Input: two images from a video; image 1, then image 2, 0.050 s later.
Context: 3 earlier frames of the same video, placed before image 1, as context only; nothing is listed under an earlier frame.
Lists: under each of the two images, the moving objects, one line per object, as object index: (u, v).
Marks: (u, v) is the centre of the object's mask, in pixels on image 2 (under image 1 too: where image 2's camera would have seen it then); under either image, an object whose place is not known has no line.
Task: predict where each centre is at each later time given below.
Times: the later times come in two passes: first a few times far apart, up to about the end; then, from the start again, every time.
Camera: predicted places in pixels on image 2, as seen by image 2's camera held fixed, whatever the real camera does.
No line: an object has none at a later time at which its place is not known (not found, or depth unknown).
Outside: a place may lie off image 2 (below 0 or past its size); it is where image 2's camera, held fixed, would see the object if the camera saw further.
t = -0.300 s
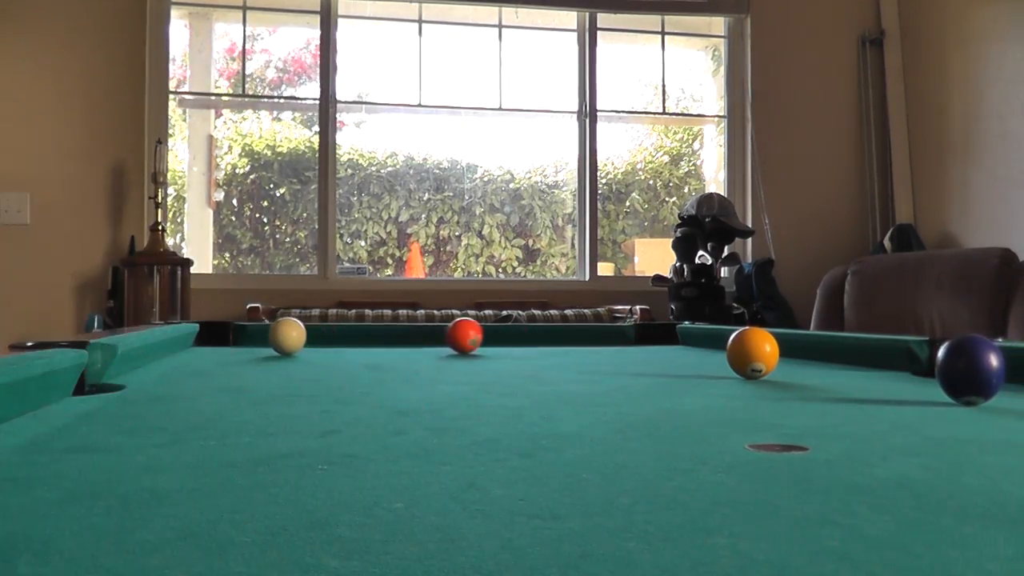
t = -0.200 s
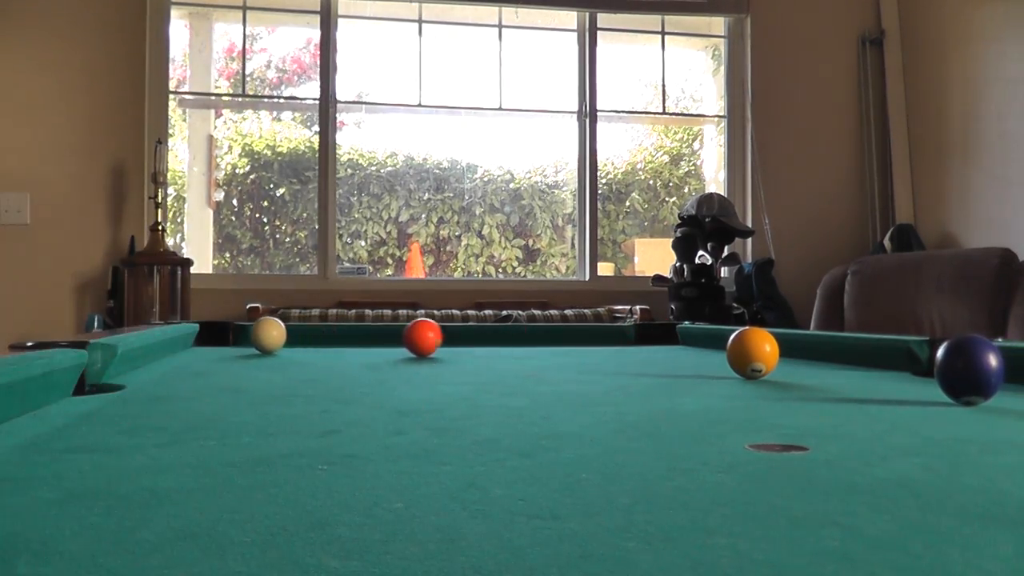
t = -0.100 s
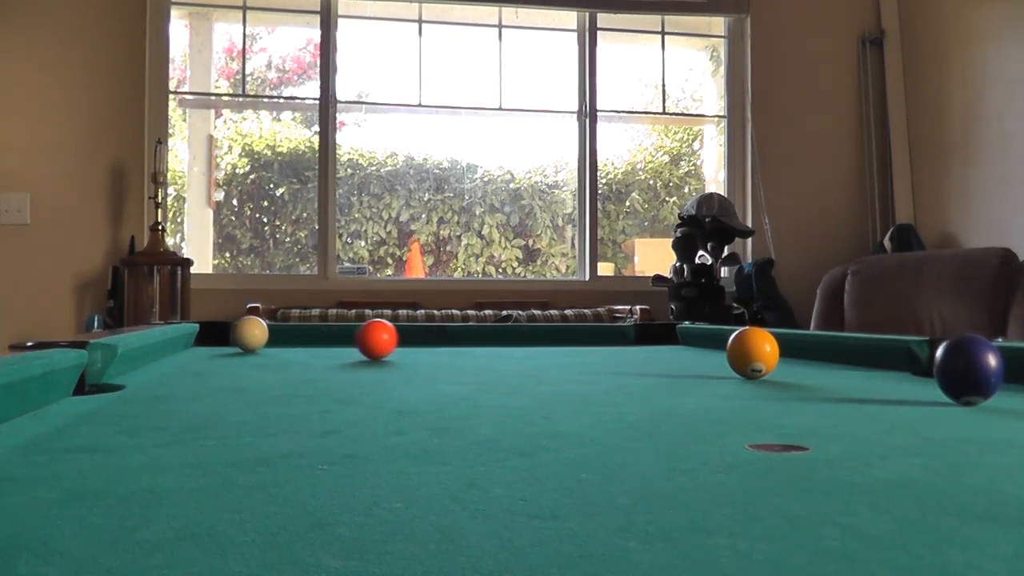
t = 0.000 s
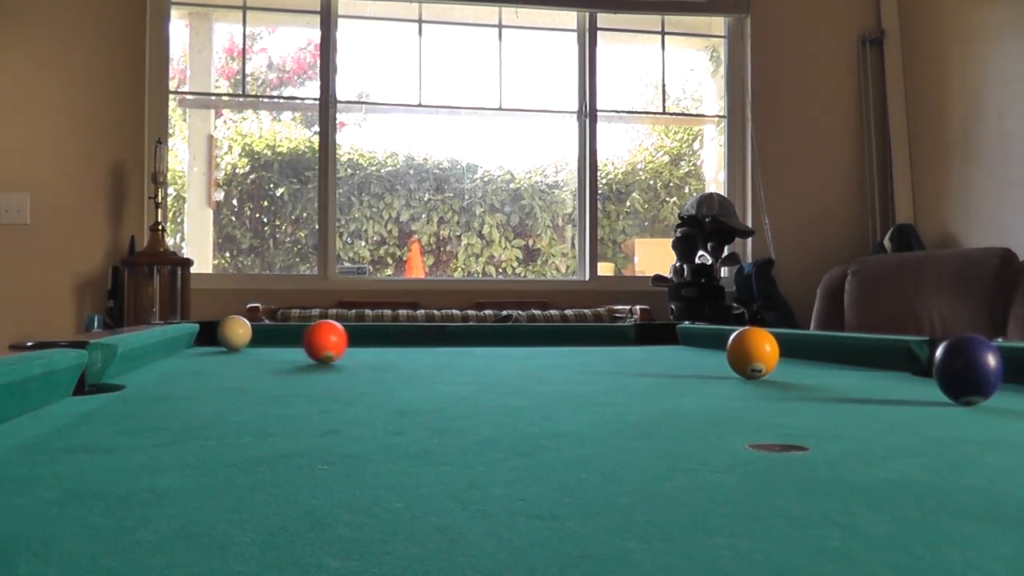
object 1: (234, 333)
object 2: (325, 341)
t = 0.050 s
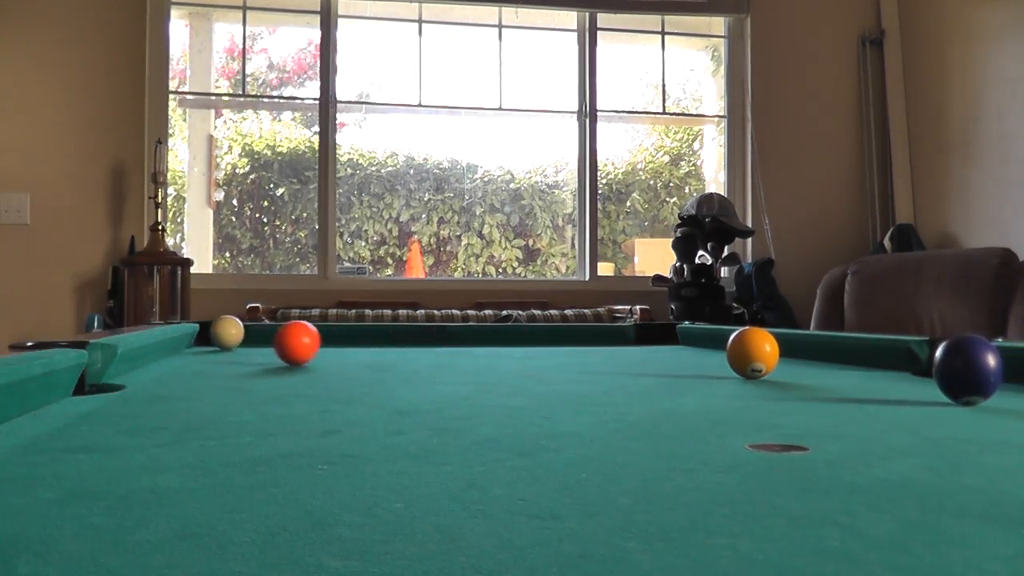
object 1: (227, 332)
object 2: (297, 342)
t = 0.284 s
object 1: (225, 331)
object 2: (164, 349)
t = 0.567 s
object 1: (234, 330)
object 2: (297, 360)
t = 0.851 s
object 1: (215, 331)
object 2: (495, 374)
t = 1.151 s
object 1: (218, 332)
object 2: (827, 395)
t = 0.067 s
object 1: (224, 332)
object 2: (287, 343)
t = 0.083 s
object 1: (222, 332)
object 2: (277, 343)
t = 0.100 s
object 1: (220, 332)
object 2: (267, 344)
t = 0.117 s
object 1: (218, 332)
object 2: (256, 344)
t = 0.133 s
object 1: (214, 331)
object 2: (247, 345)
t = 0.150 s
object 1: (210, 328)
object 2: (236, 345)
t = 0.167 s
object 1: (209, 324)
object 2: (225, 346)
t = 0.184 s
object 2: (213, 346)
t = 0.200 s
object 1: (222, 325)
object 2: (202, 347)
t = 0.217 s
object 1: (222, 330)
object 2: (190, 347)
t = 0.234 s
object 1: (220, 331)
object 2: (179, 348)
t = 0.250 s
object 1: (221, 331)
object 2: (167, 348)
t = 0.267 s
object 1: (223, 331)
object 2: (157, 349)
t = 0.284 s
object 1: (225, 331)
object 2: (164, 349)
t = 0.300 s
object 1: (226, 331)
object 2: (172, 350)
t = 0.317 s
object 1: (228, 331)
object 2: (179, 351)
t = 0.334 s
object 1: (229, 331)
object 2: (186, 352)
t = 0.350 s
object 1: (232, 330)
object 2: (193, 352)
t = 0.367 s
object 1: (234, 329)
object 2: (200, 353)
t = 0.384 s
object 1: (237, 328)
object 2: (207, 353)
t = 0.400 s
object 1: (239, 327)
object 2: (214, 354)
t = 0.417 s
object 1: (241, 325)
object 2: (221, 355)
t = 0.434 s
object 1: (242, 323)
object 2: (229, 355)
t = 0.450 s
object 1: (242, 322)
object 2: (237, 356)
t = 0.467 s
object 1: (242, 322)
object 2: (245, 357)
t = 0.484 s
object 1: (238, 324)
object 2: (253, 357)
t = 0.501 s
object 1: (237, 327)
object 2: (262, 358)
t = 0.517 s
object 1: (237, 329)
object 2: (270, 359)
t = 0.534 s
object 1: (236, 330)
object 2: (278, 359)
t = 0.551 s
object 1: (235, 330)
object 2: (288, 360)
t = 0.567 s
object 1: (234, 330)
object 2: (297, 360)
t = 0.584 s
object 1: (233, 330)
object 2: (306, 361)
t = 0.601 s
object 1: (231, 330)
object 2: (316, 362)
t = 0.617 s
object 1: (230, 330)
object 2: (326, 363)
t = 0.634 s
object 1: (229, 330)
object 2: (336, 363)
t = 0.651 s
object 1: (228, 330)
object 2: (346, 364)
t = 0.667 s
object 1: (227, 330)
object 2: (357, 365)
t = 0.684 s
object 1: (226, 330)
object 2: (368, 366)
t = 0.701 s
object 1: (224, 331)
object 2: (379, 366)
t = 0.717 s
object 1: (223, 331)
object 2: (390, 367)
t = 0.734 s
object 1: (222, 331)
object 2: (402, 368)
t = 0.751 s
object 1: (221, 331)
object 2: (415, 369)
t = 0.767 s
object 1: (220, 331)
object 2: (427, 370)
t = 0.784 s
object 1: (219, 331)
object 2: (440, 371)
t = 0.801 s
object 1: (218, 331)
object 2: (453, 371)
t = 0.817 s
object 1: (217, 331)
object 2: (467, 372)
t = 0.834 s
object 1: (216, 331)
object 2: (481, 373)
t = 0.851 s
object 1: (215, 331)
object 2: (495, 374)
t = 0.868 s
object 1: (214, 331)
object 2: (509, 375)
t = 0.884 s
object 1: (213, 331)
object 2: (524, 376)
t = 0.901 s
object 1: (213, 331)
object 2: (540, 377)
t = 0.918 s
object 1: (214, 331)
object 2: (556, 378)
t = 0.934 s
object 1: (214, 331)
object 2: (572, 379)
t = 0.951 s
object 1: (214, 331)
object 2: (588, 380)
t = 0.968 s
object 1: (215, 331)
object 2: (606, 381)
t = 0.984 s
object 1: (215, 331)
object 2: (623, 382)
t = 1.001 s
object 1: (215, 331)
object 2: (641, 384)
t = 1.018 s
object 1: (216, 331)
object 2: (659, 385)
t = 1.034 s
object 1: (216, 332)
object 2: (679, 386)
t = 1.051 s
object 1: (216, 332)
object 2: (698, 387)
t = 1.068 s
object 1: (217, 332)
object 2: (718, 388)
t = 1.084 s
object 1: (217, 332)
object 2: (739, 389)
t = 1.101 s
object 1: (217, 332)
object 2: (760, 392)
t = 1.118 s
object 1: (218, 332)
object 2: (782, 393)
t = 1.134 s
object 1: (218, 332)
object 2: (804, 394)
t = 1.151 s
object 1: (218, 332)
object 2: (827, 395)
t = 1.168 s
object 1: (219, 332)
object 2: (851, 396)
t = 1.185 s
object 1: (219, 332)
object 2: (874, 397)
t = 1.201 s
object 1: (220, 332)
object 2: (898, 399)
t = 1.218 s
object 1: (220, 332)
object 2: (922, 401)
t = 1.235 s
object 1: (221, 332)
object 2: (948, 402)
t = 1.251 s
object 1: (221, 332)
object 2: (971, 403)
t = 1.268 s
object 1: (222, 332)
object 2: (988, 405)
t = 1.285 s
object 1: (222, 332)
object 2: (998, 404)
